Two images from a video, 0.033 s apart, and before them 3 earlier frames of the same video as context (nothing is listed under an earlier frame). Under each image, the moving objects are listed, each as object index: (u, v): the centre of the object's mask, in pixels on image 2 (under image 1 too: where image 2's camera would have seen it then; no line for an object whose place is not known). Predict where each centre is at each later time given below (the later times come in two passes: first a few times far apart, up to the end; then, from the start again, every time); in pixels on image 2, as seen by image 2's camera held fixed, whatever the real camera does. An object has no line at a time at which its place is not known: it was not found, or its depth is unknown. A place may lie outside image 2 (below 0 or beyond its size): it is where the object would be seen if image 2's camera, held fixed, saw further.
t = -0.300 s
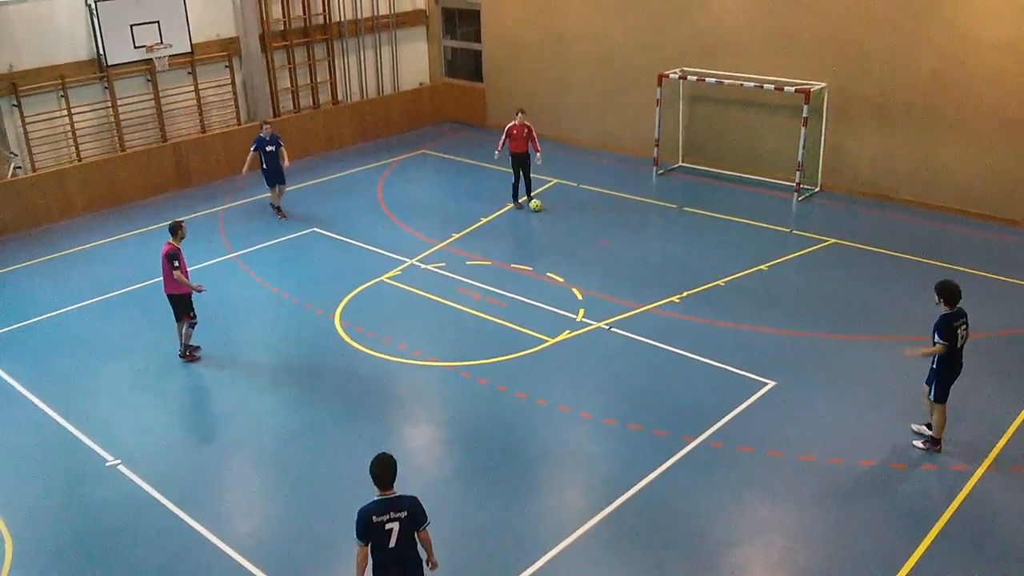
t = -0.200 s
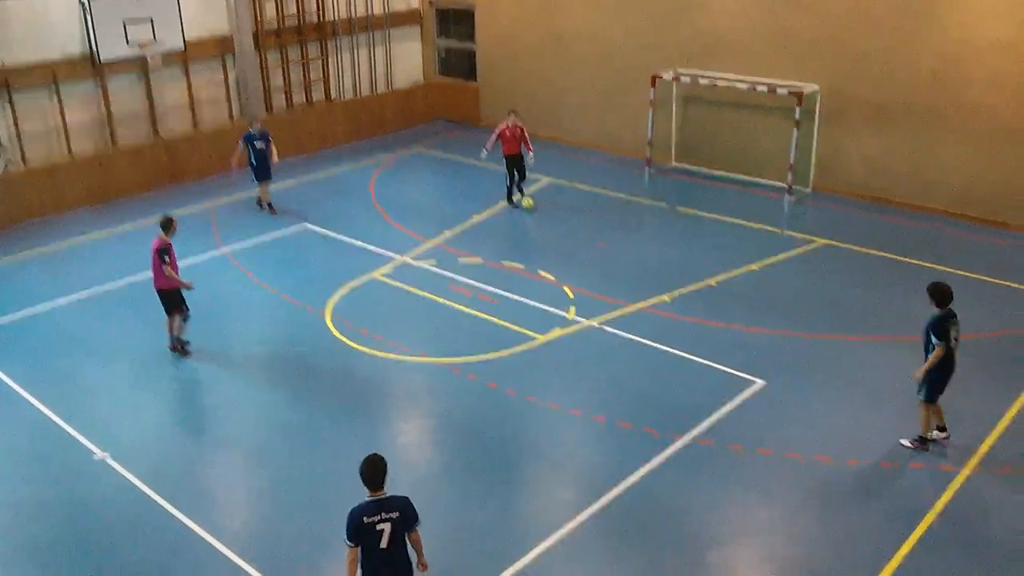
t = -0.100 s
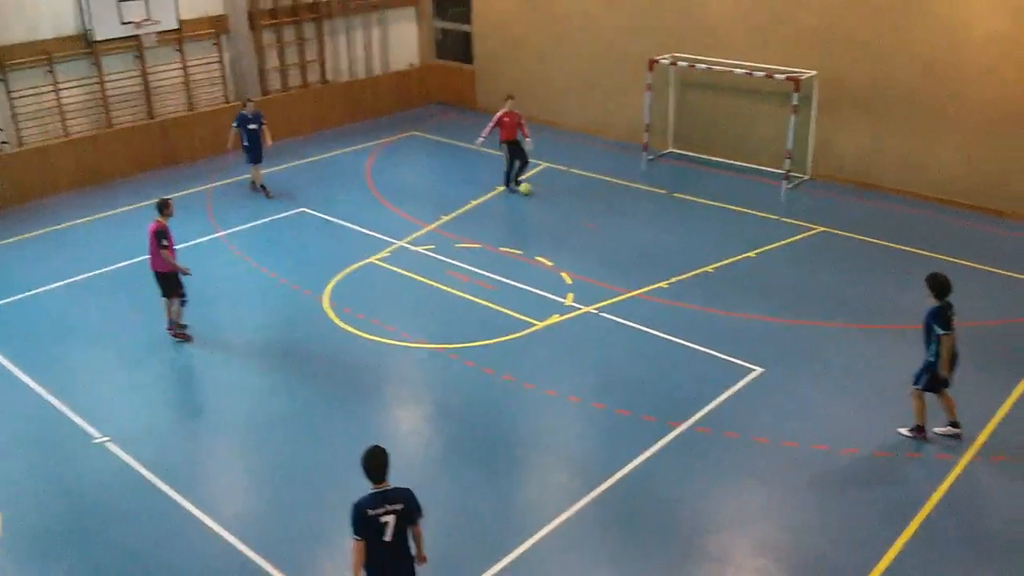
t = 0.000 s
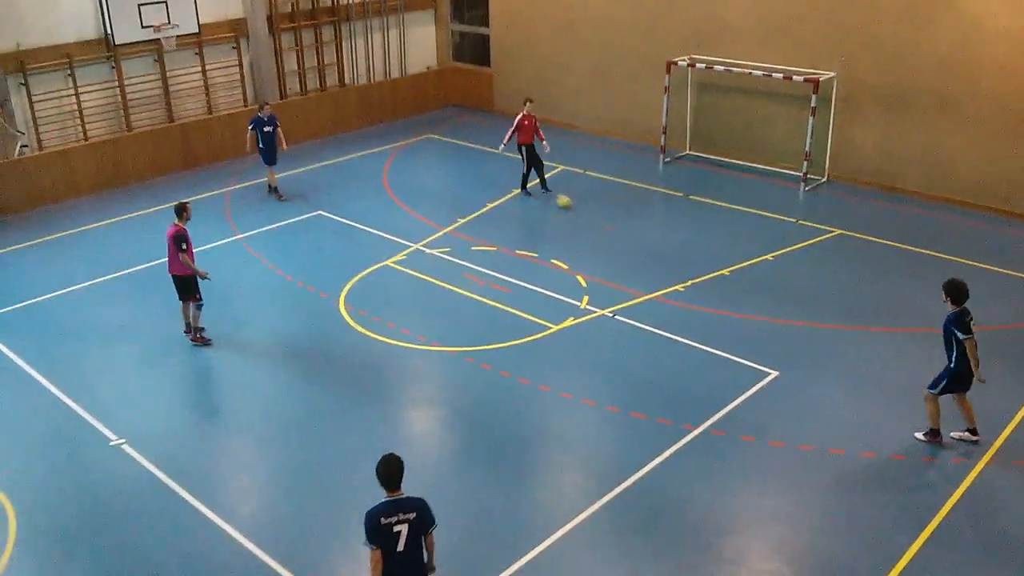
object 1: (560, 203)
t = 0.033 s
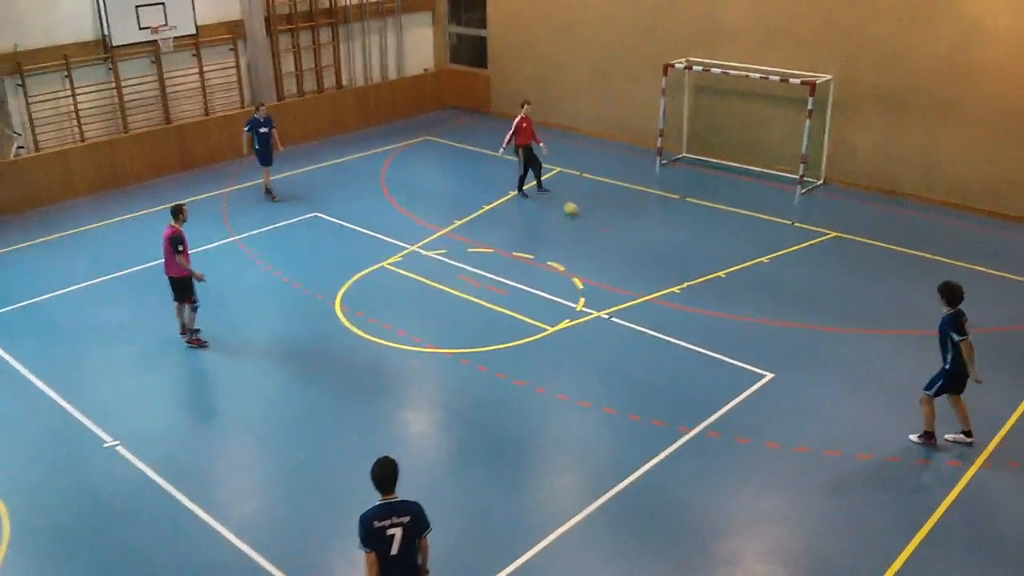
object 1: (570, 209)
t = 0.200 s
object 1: (624, 234)
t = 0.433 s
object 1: (703, 272)
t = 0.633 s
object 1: (771, 305)
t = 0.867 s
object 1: (853, 346)
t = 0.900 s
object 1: (864, 351)
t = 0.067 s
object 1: (581, 213)
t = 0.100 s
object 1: (591, 218)
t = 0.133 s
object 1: (603, 223)
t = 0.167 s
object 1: (614, 229)
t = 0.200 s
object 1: (624, 234)
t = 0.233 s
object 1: (635, 239)
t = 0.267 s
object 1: (646, 244)
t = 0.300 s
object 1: (657, 250)
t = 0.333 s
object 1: (669, 256)
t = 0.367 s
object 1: (680, 261)
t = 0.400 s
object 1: (692, 266)
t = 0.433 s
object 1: (703, 272)
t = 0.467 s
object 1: (716, 277)
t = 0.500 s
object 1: (725, 281)
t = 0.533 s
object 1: (737, 289)
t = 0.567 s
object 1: (749, 294)
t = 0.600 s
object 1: (760, 300)
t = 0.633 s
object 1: (771, 305)
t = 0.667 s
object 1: (783, 311)
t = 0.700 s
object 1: (795, 317)
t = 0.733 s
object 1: (806, 323)
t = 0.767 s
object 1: (817, 328)
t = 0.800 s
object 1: (829, 334)
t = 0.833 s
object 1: (842, 340)
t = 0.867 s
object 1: (853, 346)
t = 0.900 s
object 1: (864, 351)
